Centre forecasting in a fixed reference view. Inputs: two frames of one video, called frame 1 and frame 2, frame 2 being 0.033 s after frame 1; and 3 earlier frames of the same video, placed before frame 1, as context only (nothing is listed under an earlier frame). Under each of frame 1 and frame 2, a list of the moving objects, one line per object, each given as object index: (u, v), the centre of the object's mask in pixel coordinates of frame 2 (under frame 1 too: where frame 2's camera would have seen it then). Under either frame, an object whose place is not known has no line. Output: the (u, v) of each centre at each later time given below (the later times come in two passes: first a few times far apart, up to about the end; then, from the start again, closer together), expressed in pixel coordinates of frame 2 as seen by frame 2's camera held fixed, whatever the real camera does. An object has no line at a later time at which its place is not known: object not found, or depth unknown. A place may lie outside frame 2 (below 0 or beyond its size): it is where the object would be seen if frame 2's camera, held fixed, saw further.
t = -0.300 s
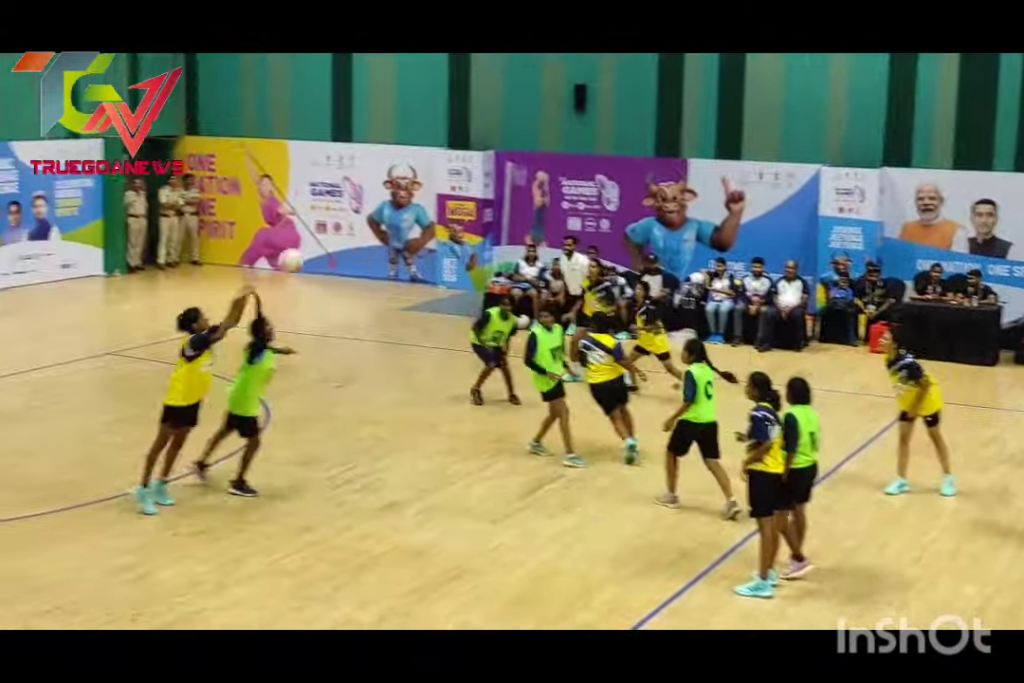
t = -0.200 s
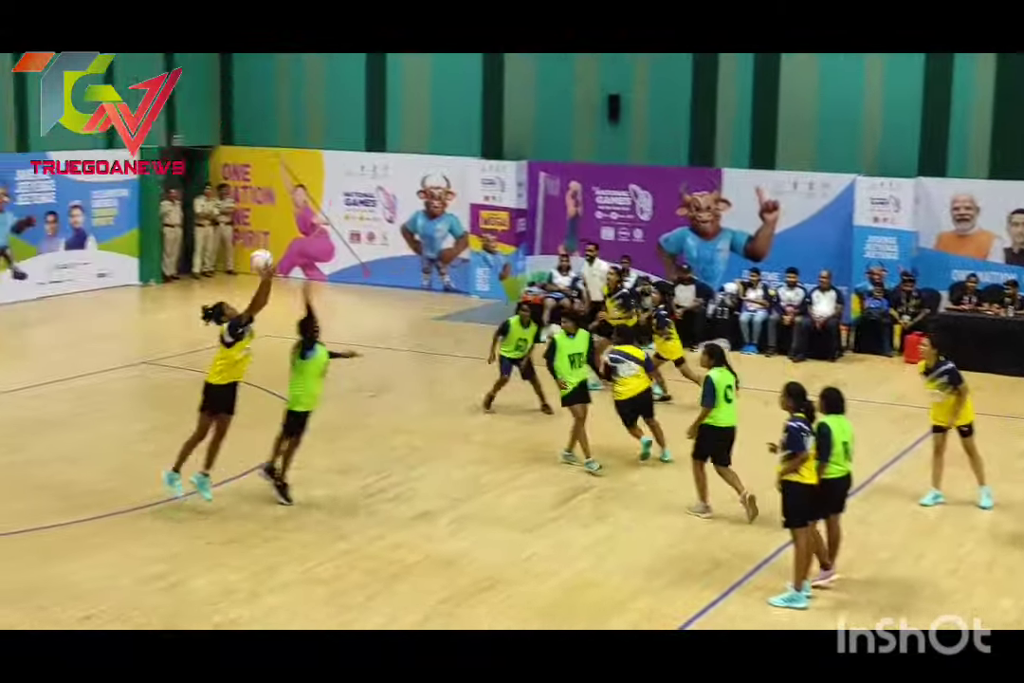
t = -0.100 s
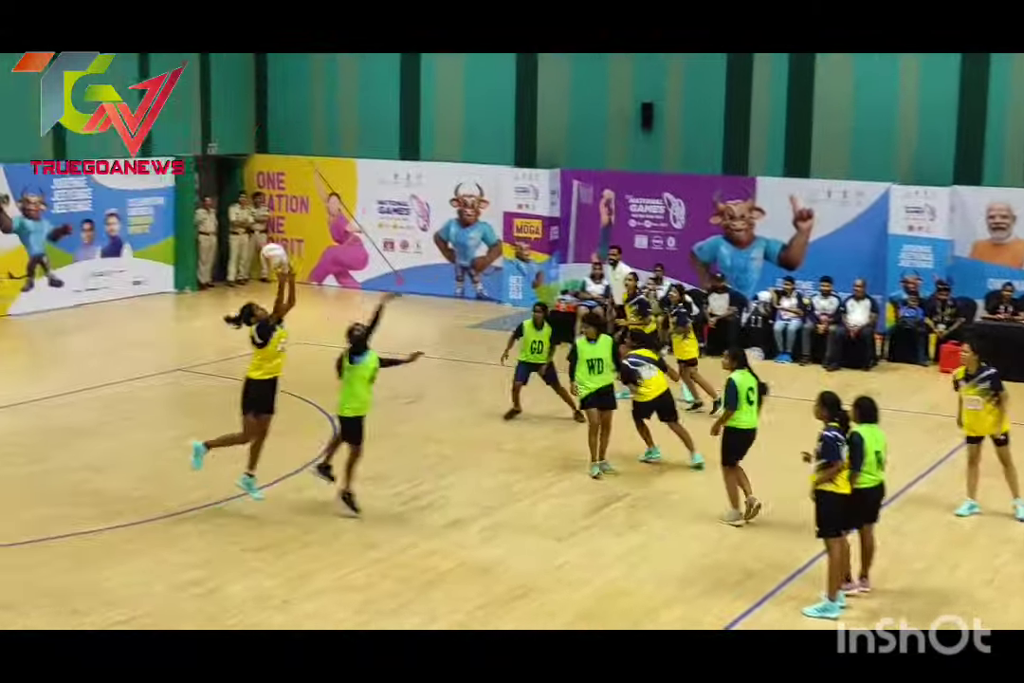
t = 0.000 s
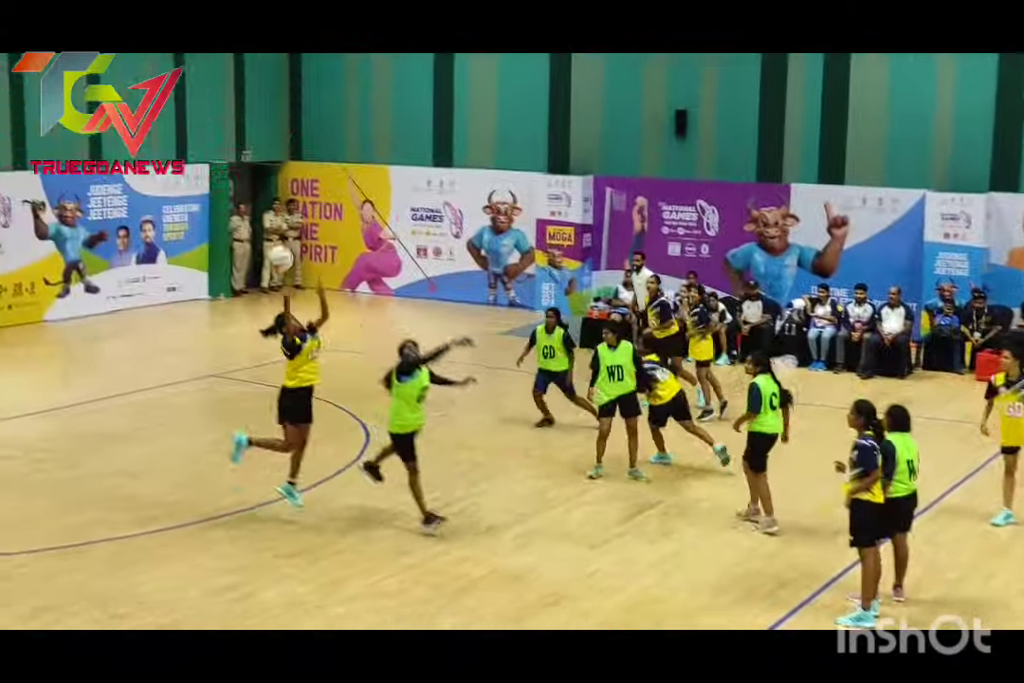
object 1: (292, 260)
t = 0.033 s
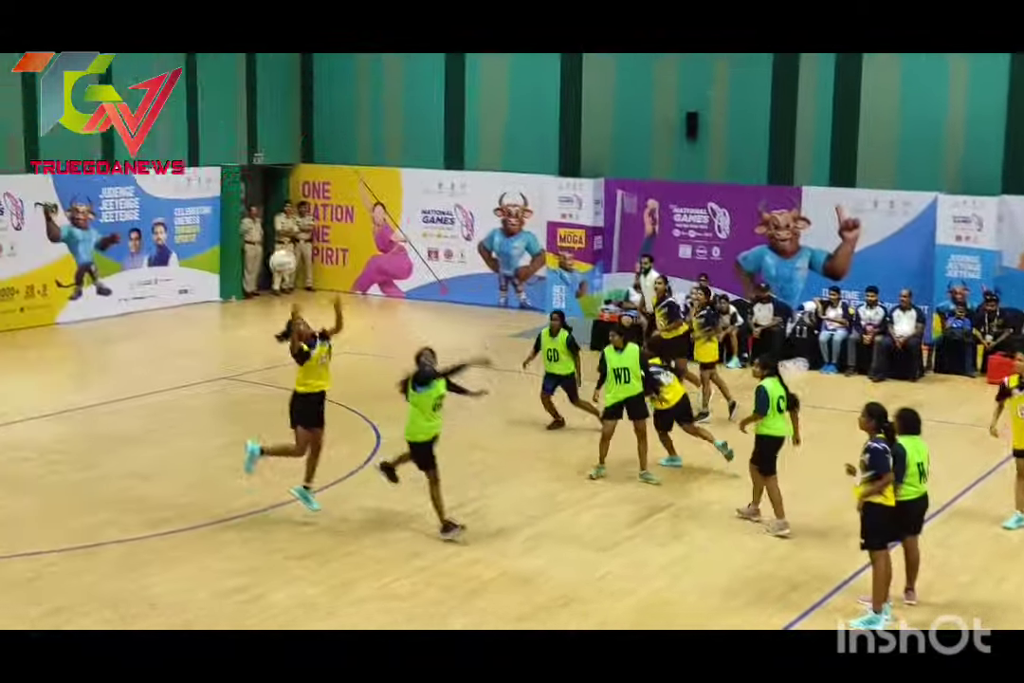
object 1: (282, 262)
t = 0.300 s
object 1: (209, 318)
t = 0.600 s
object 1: (131, 481)
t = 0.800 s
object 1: (97, 493)
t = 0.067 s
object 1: (272, 264)
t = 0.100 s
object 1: (264, 269)
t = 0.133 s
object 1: (254, 275)
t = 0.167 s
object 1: (245, 281)
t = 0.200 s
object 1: (236, 288)
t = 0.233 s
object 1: (227, 295)
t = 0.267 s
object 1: (218, 307)
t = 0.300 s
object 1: (209, 318)
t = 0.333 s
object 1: (200, 332)
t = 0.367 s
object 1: (191, 345)
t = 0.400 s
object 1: (182, 360)
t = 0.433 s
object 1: (174, 378)
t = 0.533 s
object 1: (149, 436)
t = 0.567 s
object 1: (139, 457)
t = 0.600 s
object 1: (131, 481)
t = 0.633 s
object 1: (122, 505)
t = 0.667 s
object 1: (116, 530)
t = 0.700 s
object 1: (110, 549)
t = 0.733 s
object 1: (105, 528)
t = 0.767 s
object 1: (101, 509)
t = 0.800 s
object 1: (97, 493)
